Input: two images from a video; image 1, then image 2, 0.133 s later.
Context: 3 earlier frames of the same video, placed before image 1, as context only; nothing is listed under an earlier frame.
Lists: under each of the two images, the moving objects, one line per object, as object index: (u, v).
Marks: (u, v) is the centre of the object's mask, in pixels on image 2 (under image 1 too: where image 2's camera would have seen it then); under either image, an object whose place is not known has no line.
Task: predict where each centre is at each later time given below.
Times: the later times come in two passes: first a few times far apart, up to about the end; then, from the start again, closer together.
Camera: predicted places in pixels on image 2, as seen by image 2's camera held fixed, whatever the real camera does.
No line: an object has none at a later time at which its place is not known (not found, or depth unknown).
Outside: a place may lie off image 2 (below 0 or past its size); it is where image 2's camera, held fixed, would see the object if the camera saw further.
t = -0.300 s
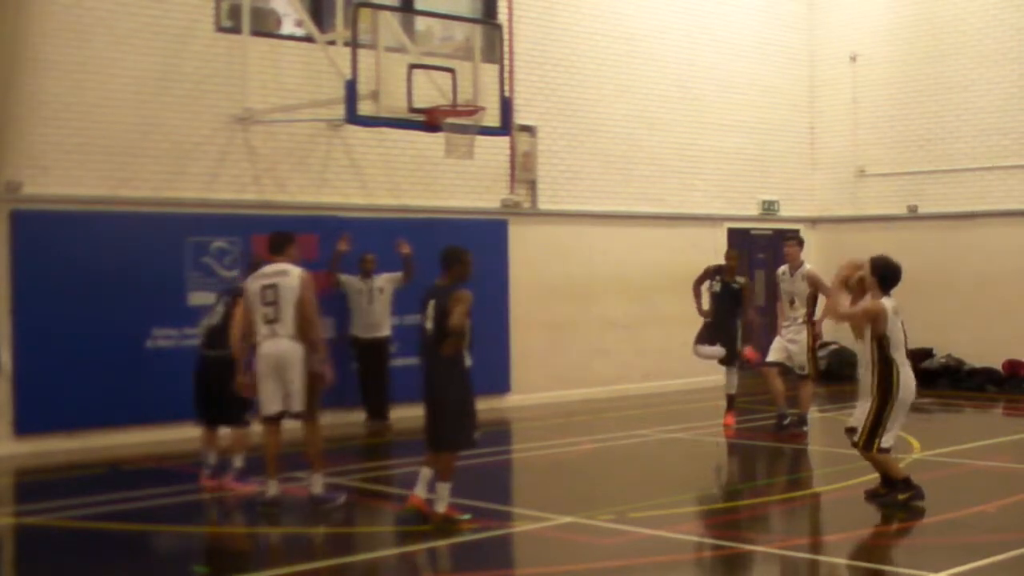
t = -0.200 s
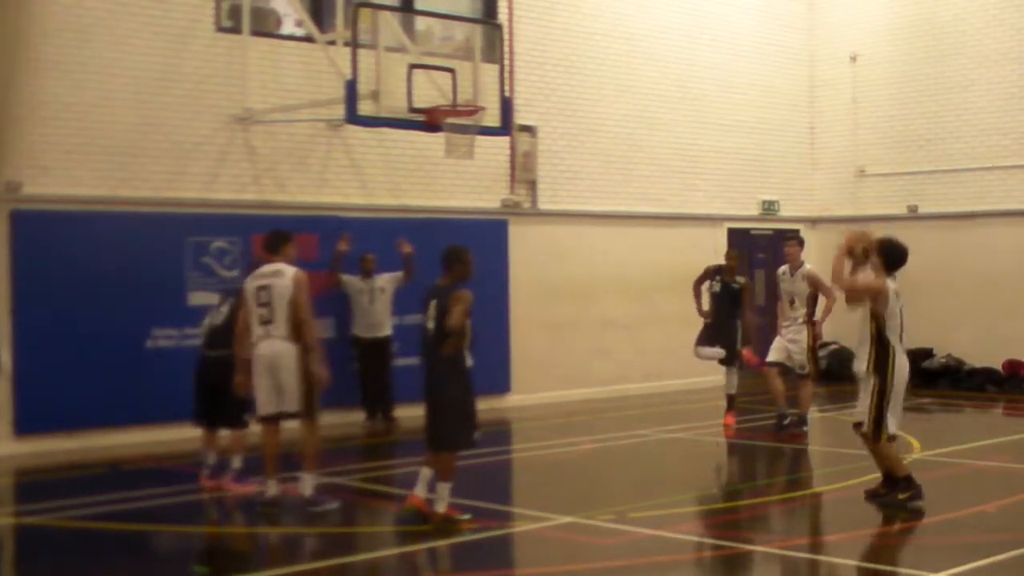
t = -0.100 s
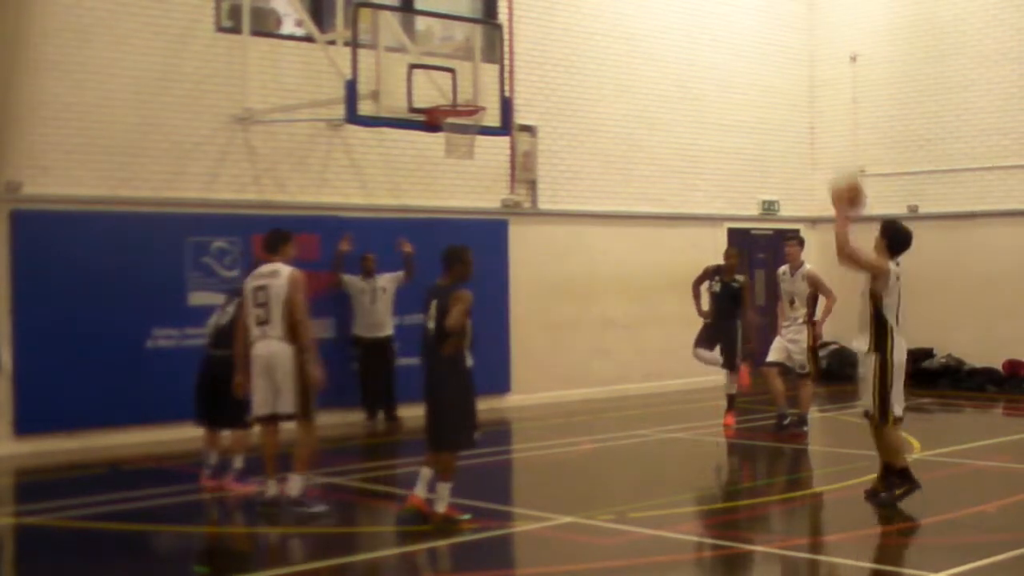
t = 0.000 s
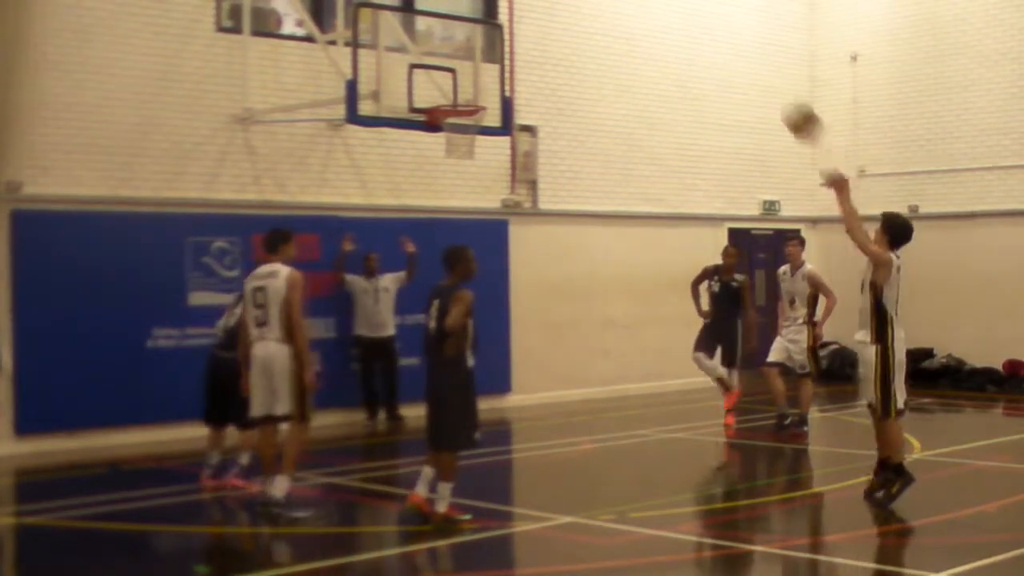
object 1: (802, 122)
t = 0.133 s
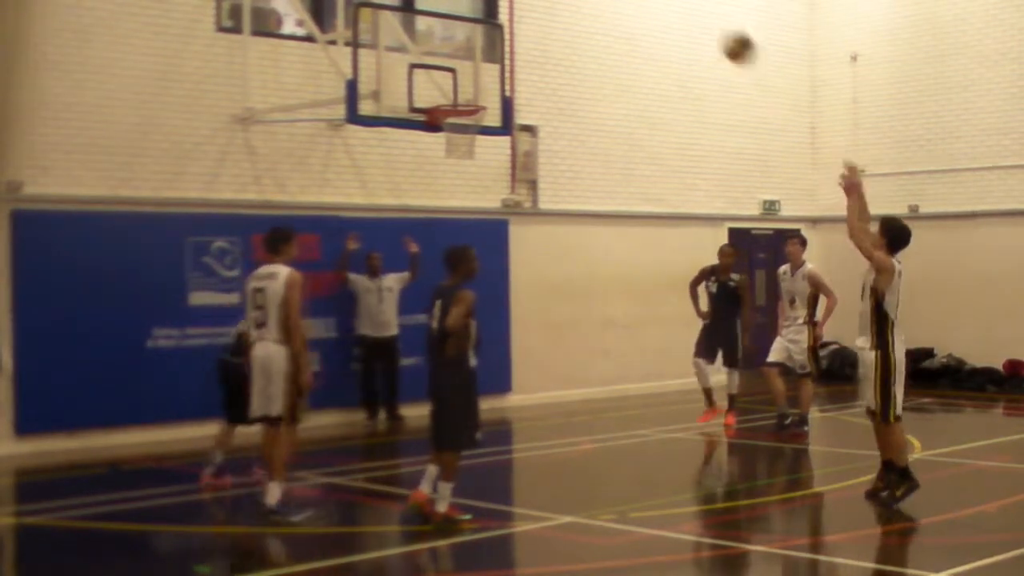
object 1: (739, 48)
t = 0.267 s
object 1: (680, 8)
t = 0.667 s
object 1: (531, 8)
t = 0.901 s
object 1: (460, 86)
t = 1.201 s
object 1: (448, 28)
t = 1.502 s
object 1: (456, 44)
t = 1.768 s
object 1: (463, 140)
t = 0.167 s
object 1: (723, 33)
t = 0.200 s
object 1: (708, 22)
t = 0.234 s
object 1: (694, 13)
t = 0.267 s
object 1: (680, 8)
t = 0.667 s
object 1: (531, 8)
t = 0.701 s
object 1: (521, 12)
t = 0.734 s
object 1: (511, 22)
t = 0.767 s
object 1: (498, 33)
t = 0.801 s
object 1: (490, 44)
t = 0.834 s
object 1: (479, 59)
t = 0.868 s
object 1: (470, 71)
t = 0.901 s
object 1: (460, 86)
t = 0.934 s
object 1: (451, 97)
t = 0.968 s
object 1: (449, 87)
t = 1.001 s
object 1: (446, 71)
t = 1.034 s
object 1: (446, 59)
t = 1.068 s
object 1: (446, 50)
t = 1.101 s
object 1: (446, 43)
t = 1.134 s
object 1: (447, 36)
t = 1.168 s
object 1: (447, 31)
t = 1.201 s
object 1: (448, 28)
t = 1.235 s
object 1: (449, 25)
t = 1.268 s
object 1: (449, 23)
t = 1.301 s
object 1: (450, 23)
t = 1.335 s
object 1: (451, 23)
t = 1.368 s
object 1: (452, 25)
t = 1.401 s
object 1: (453, 27)
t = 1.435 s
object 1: (455, 32)
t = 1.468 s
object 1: (455, 38)
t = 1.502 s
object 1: (456, 44)
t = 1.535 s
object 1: (456, 51)
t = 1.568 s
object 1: (457, 62)
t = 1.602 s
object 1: (459, 72)
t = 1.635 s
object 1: (458, 83)
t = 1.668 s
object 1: (460, 94)
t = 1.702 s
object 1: (463, 109)
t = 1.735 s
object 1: (466, 125)
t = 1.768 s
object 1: (463, 140)
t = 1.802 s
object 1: (464, 156)
